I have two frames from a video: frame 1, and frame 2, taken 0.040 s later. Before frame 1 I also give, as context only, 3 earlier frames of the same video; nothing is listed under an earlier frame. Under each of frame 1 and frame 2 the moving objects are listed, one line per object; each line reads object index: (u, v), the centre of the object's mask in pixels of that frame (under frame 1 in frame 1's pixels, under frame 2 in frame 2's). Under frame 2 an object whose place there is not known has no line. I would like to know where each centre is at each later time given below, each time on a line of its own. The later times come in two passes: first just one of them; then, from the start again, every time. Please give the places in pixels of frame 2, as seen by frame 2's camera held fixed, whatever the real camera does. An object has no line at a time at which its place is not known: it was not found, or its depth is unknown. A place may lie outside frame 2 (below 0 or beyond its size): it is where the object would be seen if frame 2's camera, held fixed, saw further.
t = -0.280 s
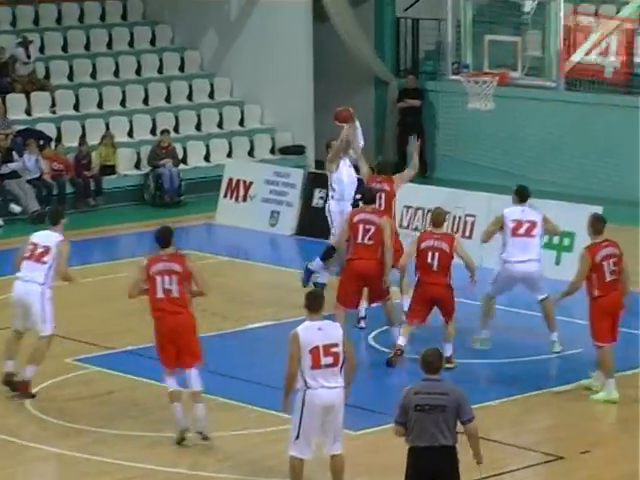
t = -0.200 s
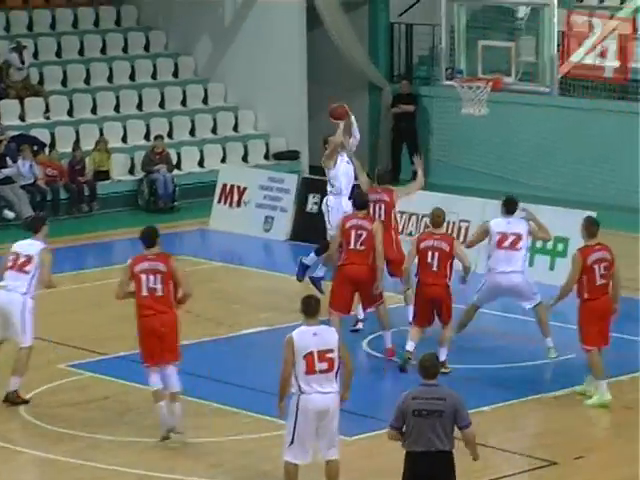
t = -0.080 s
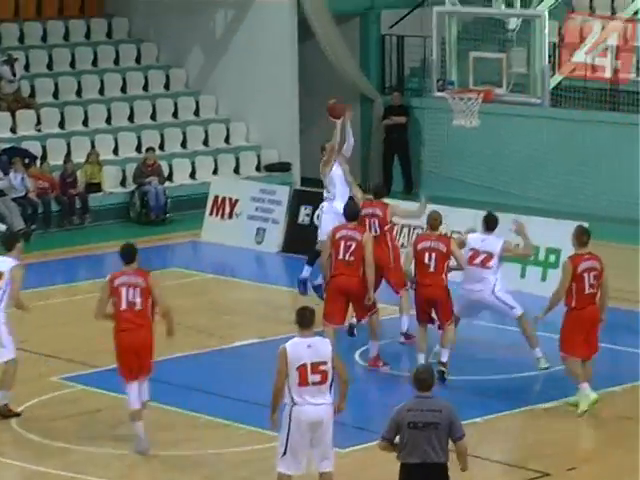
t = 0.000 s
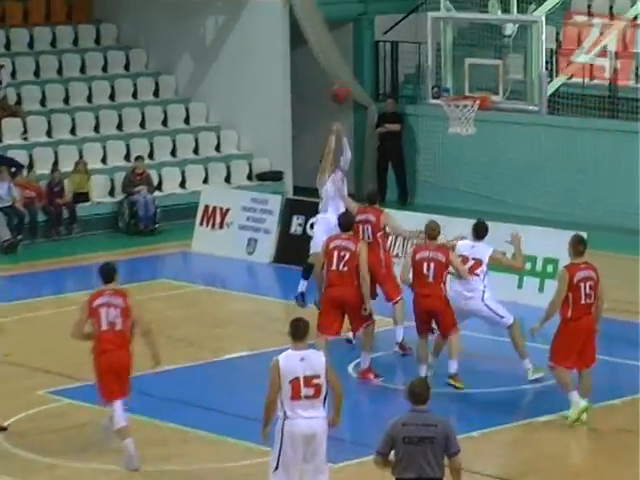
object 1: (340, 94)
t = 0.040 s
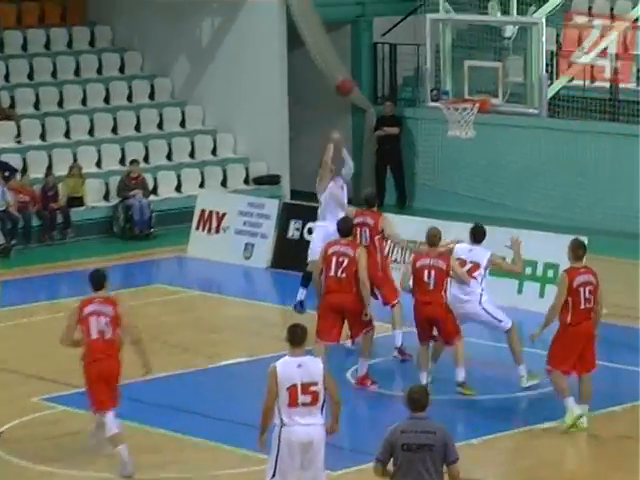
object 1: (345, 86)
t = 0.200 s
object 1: (371, 57)
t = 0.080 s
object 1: (351, 77)
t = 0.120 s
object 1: (358, 67)
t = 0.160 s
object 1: (364, 62)
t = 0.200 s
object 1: (371, 57)
